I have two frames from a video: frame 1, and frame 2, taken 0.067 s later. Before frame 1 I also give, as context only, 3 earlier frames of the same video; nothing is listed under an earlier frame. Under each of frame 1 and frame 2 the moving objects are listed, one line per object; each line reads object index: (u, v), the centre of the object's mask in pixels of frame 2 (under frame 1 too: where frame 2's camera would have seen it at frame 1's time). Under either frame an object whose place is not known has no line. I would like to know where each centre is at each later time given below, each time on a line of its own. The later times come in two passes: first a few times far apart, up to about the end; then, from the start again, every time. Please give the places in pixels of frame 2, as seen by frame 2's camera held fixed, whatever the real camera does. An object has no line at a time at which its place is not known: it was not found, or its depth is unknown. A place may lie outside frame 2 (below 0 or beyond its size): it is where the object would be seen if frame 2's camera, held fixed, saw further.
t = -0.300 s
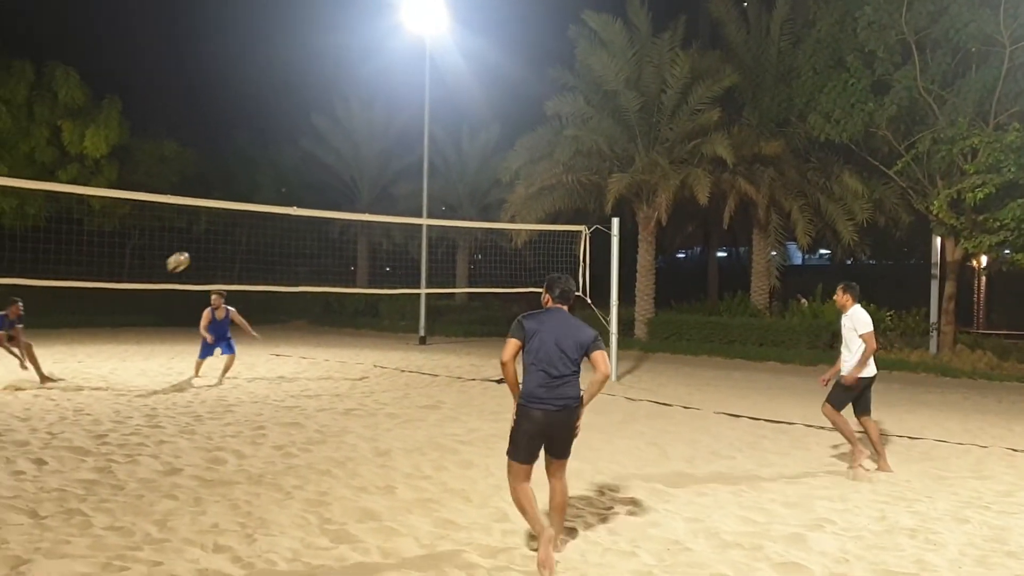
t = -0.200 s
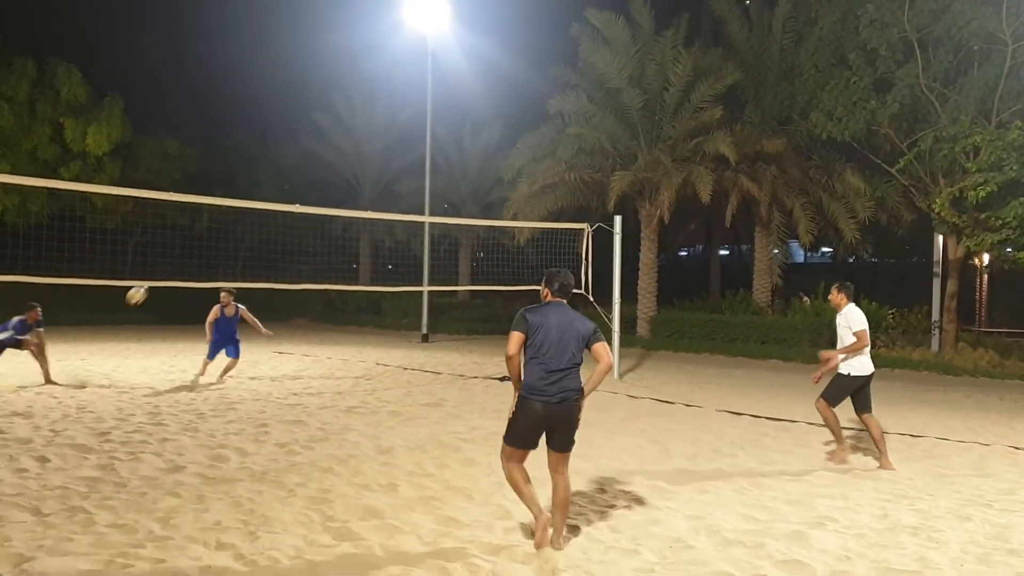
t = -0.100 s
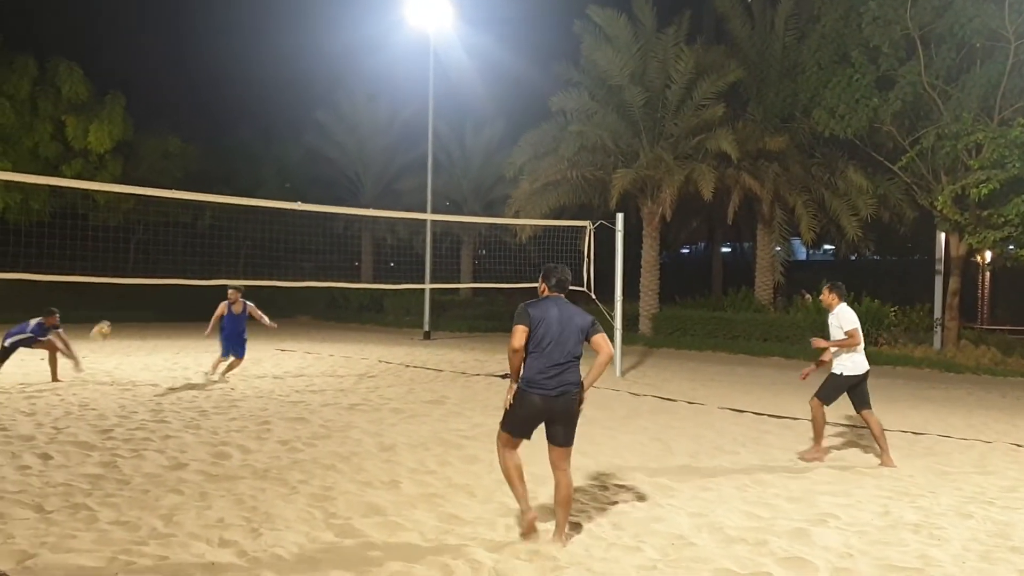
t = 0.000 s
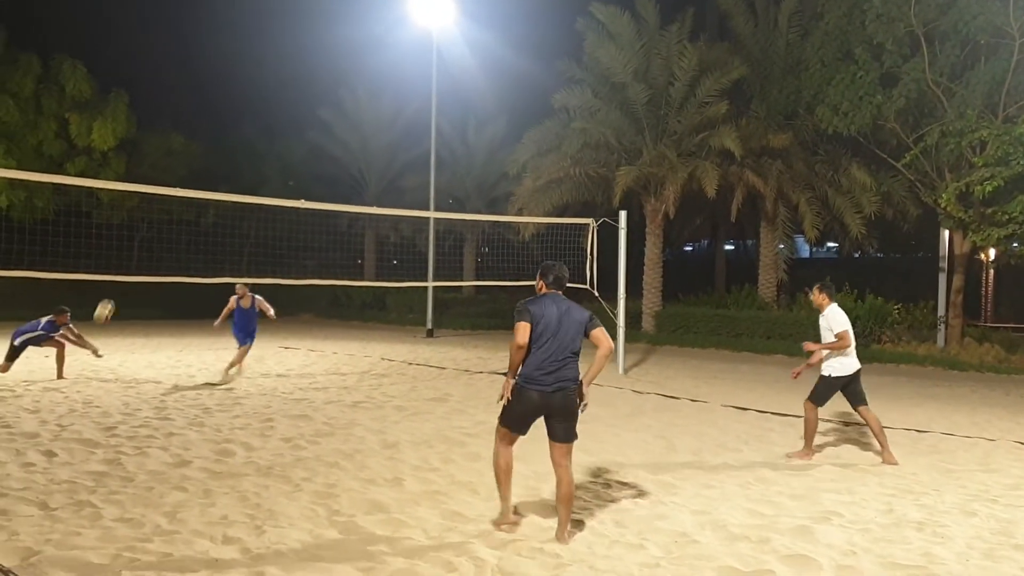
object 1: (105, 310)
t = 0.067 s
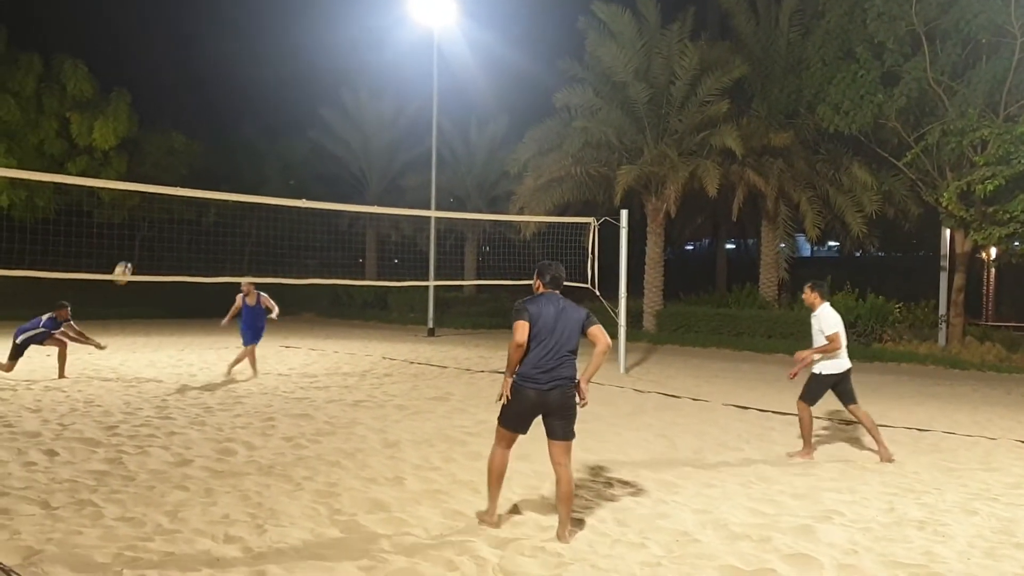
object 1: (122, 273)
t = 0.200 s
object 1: (154, 208)
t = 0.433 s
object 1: (211, 126)
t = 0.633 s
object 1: (258, 86)
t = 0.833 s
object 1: (304, 76)
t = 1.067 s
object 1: (354, 98)
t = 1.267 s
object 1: (398, 147)
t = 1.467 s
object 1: (438, 224)
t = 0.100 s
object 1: (130, 256)
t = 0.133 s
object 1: (138, 239)
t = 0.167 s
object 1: (147, 222)
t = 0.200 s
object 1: (154, 208)
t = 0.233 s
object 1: (161, 198)
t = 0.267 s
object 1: (171, 179)
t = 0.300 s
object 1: (179, 167)
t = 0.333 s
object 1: (187, 156)
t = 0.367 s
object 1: (195, 145)
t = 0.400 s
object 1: (203, 135)
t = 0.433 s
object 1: (211, 126)
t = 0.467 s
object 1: (219, 117)
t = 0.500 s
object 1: (227, 109)
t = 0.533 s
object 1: (235, 103)
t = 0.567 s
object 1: (243, 96)
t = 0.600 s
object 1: (251, 91)
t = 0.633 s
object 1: (258, 86)
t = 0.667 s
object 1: (266, 83)
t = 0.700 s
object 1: (273, 80)
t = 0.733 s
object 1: (281, 78)
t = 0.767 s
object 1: (288, 76)
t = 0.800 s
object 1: (296, 76)
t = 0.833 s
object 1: (304, 76)
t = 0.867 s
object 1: (311, 76)
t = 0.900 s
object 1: (318, 78)
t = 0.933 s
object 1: (326, 81)
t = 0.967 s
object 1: (334, 84)
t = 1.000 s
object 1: (341, 88)
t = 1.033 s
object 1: (347, 92)
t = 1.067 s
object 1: (354, 98)
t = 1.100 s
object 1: (362, 104)
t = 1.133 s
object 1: (369, 111)
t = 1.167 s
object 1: (377, 118)
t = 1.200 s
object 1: (384, 128)
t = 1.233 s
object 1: (391, 137)
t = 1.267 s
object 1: (398, 147)
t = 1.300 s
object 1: (404, 158)
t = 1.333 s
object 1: (410, 169)
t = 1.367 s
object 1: (417, 181)
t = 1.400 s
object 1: (423, 194)
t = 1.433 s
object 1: (430, 205)
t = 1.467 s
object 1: (438, 224)
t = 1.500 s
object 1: (443, 237)
